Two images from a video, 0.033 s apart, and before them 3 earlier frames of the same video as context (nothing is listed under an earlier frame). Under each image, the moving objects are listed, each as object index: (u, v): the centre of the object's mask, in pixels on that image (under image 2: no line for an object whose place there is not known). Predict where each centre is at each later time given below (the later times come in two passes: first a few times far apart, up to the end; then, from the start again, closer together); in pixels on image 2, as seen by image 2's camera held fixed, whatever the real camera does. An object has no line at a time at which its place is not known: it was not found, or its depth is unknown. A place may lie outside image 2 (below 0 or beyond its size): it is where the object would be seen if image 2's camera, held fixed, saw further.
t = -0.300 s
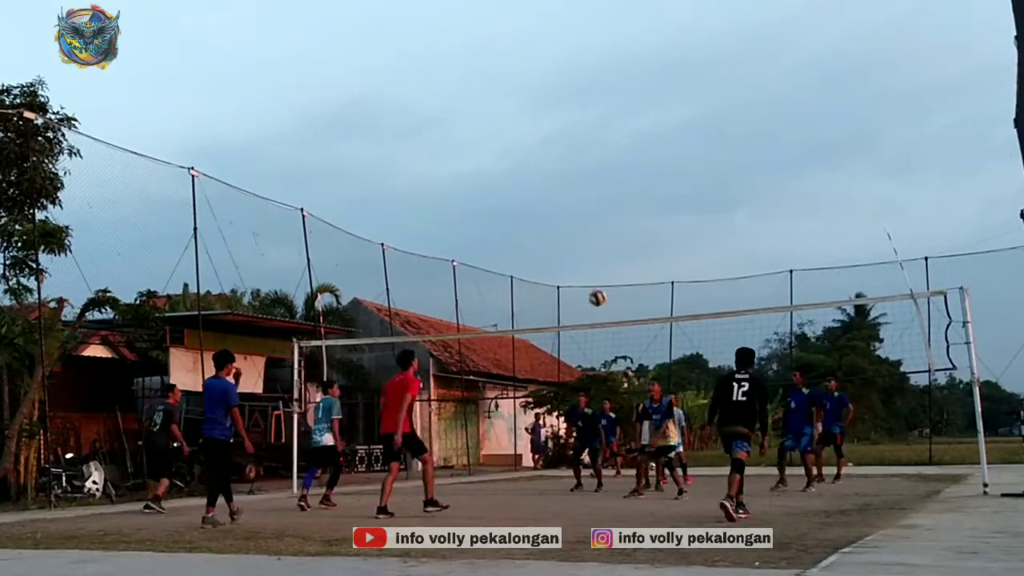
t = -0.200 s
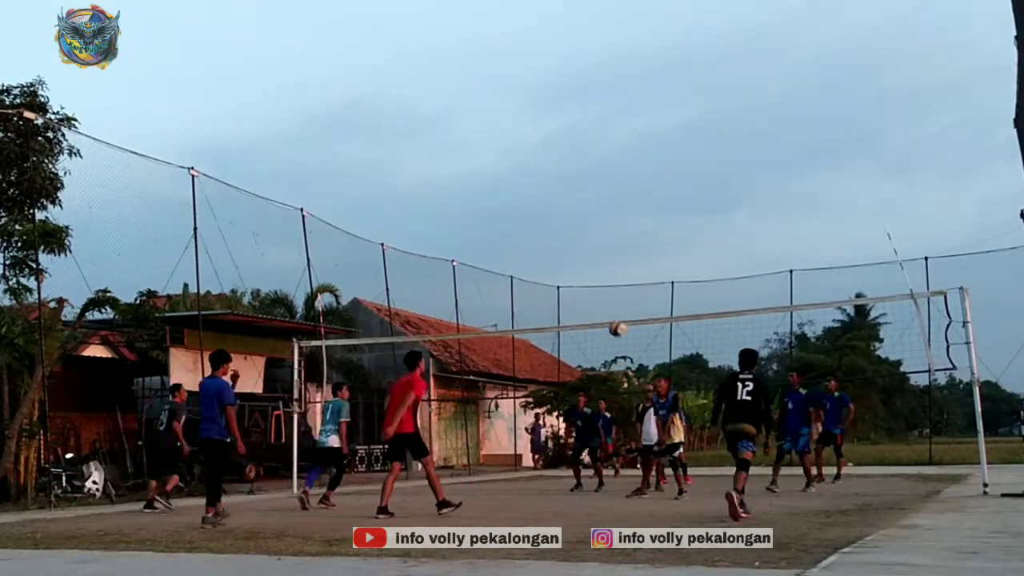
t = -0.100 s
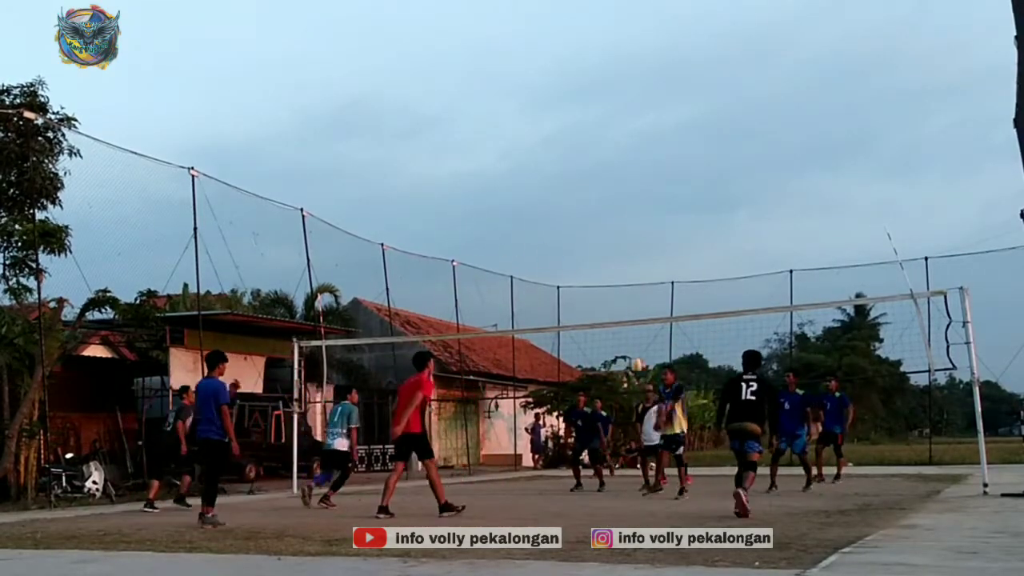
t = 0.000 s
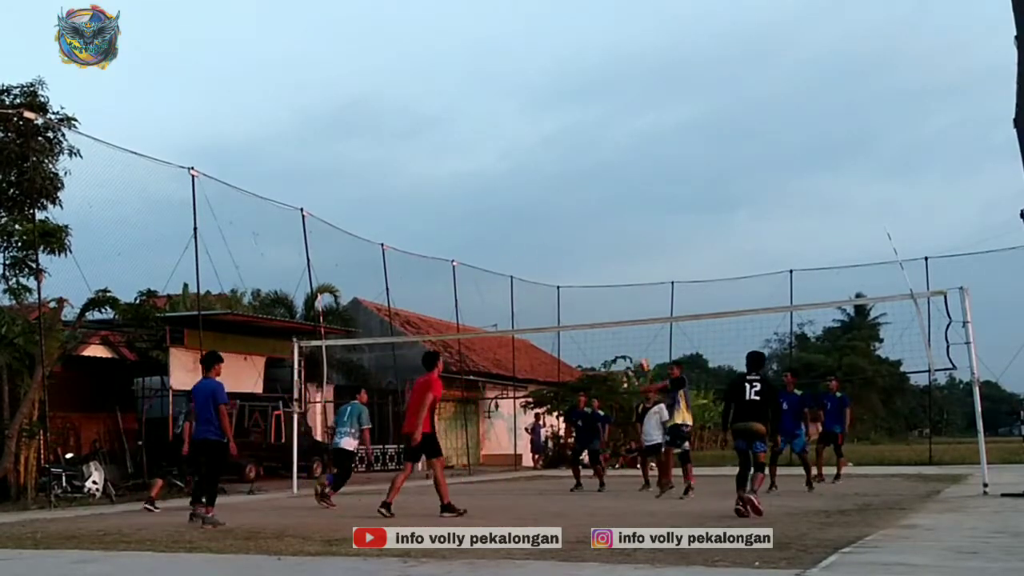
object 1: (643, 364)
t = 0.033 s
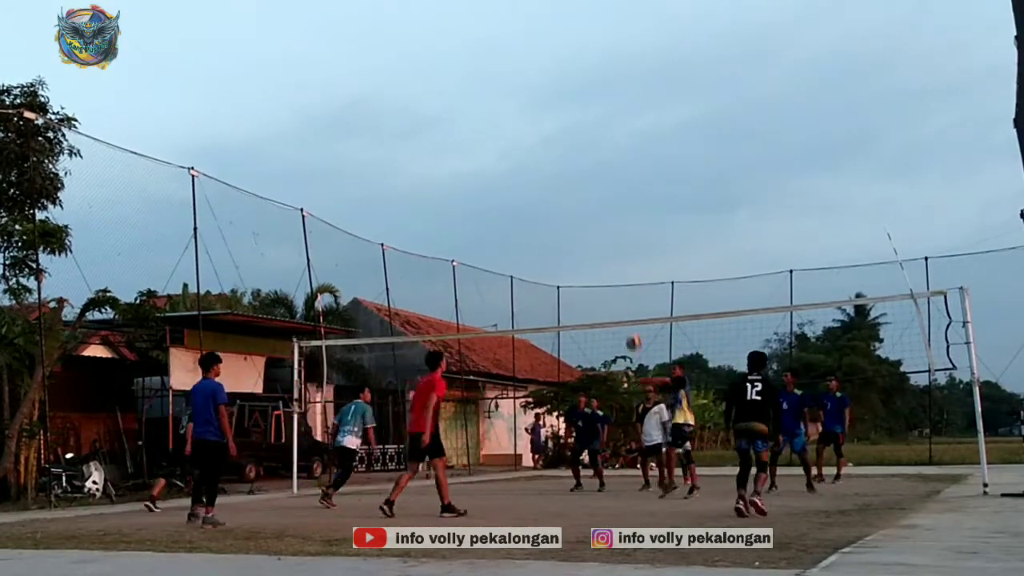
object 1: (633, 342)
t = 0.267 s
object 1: (591, 214)
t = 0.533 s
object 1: (548, 120)
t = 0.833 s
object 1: (505, 80)
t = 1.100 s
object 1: (471, 97)
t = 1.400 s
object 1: (436, 170)
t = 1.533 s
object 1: (422, 219)
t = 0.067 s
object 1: (627, 321)
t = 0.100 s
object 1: (620, 301)
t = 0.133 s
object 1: (614, 281)
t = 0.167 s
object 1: (610, 263)
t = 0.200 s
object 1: (602, 246)
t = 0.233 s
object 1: (597, 229)
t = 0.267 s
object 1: (591, 214)
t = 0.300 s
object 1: (585, 199)
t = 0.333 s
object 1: (579, 185)
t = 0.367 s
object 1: (574, 173)
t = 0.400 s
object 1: (568, 160)
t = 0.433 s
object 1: (563, 149)
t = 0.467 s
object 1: (558, 138)
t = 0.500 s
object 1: (553, 129)
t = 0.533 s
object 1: (548, 120)
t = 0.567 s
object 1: (543, 113)
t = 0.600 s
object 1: (538, 106)
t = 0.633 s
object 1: (533, 100)
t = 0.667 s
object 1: (529, 95)
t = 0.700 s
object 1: (523, 90)
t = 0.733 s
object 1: (519, 86)
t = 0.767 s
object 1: (514, 83)
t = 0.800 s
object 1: (510, 81)
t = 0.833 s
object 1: (505, 80)
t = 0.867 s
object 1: (501, 80)
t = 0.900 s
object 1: (496, 80)
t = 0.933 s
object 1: (492, 81)
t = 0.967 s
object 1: (487, 82)
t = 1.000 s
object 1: (483, 85)
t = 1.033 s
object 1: (479, 88)
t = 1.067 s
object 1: (475, 92)
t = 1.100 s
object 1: (471, 97)
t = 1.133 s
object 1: (466, 102)
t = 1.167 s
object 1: (462, 108)
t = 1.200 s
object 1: (458, 115)
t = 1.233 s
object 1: (454, 122)
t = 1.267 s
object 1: (451, 131)
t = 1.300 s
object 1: (447, 140)
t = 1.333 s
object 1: (443, 148)
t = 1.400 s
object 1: (436, 170)
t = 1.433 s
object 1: (432, 181)
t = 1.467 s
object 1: (429, 193)
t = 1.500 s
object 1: (426, 206)
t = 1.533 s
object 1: (422, 219)
